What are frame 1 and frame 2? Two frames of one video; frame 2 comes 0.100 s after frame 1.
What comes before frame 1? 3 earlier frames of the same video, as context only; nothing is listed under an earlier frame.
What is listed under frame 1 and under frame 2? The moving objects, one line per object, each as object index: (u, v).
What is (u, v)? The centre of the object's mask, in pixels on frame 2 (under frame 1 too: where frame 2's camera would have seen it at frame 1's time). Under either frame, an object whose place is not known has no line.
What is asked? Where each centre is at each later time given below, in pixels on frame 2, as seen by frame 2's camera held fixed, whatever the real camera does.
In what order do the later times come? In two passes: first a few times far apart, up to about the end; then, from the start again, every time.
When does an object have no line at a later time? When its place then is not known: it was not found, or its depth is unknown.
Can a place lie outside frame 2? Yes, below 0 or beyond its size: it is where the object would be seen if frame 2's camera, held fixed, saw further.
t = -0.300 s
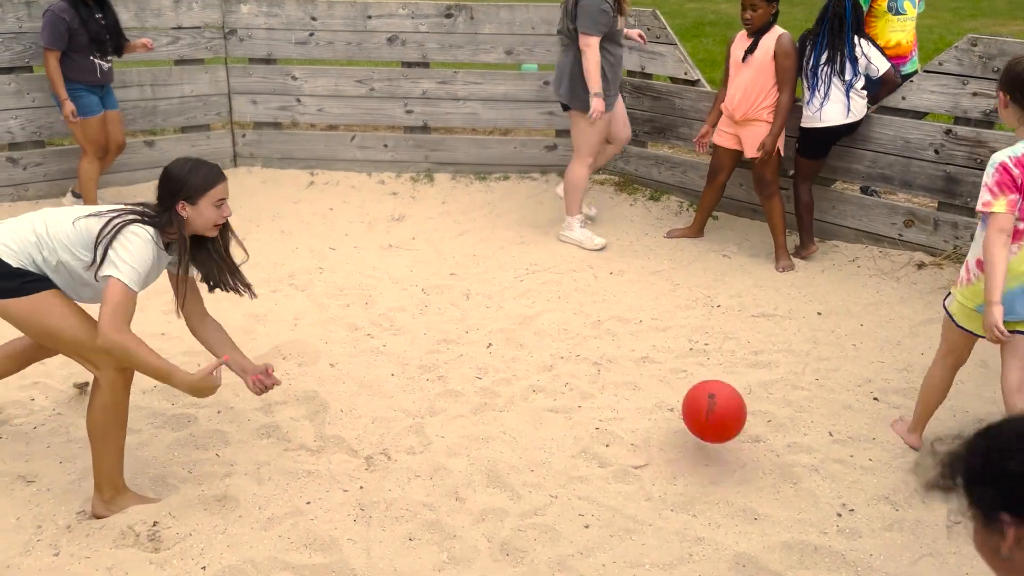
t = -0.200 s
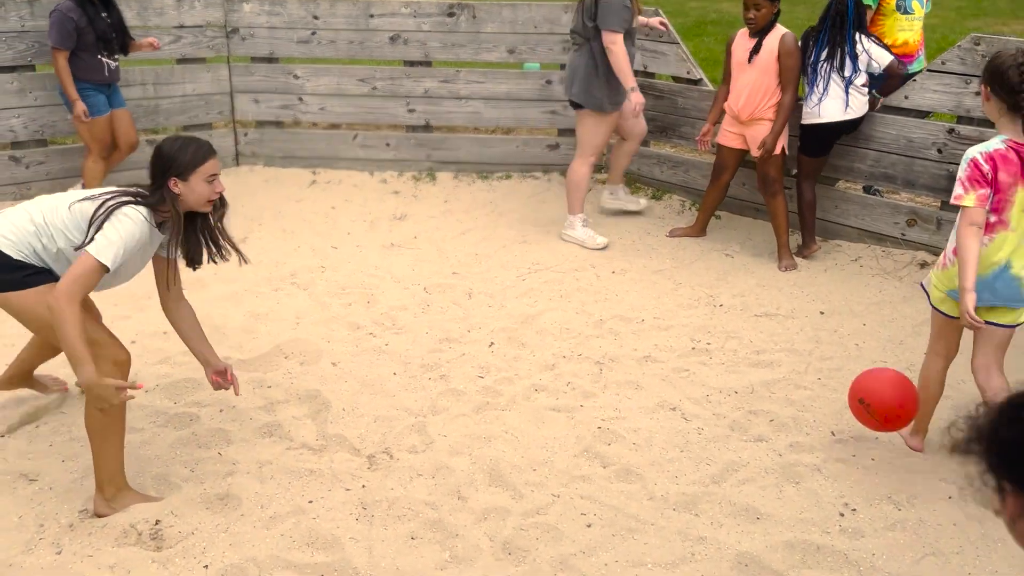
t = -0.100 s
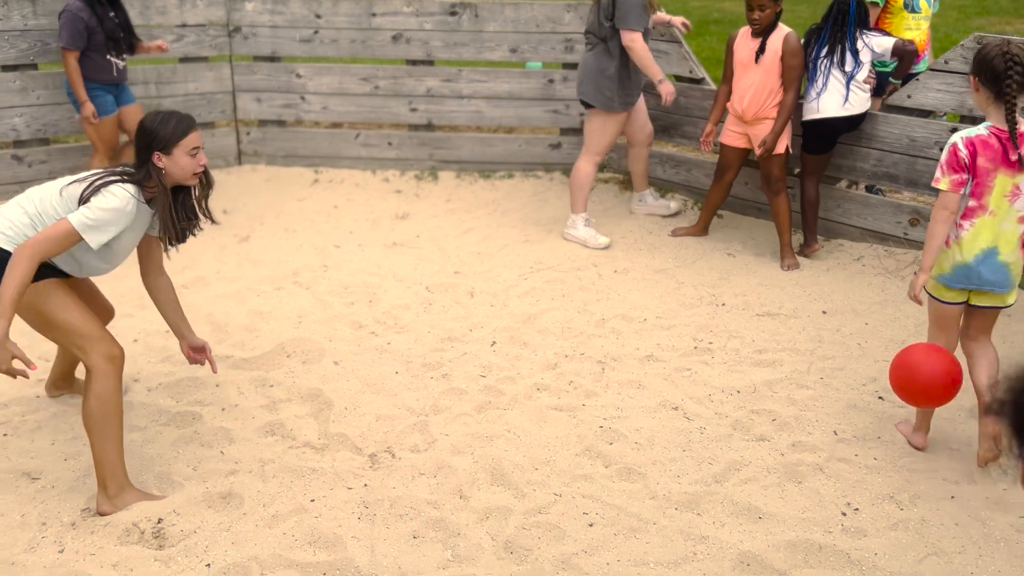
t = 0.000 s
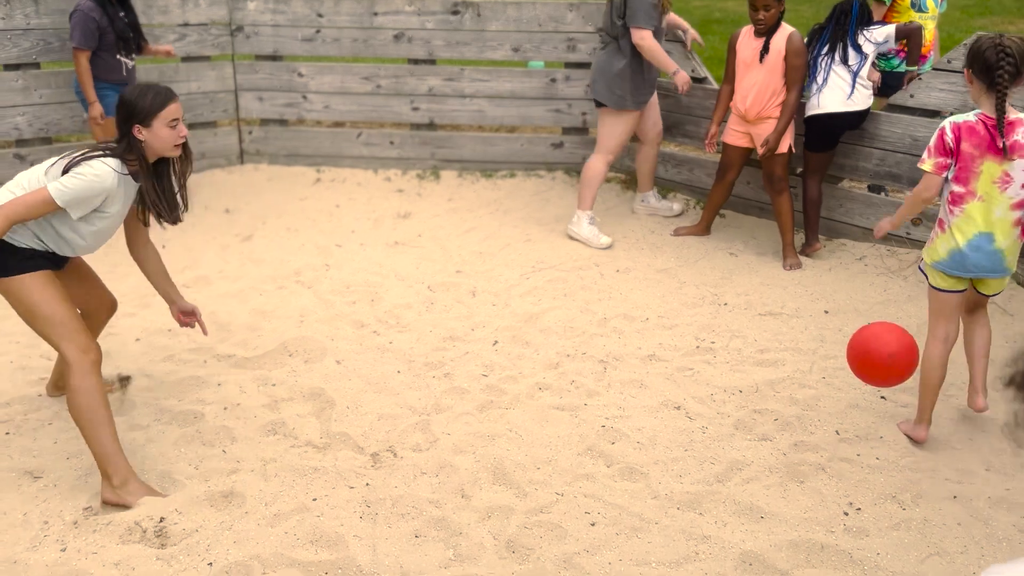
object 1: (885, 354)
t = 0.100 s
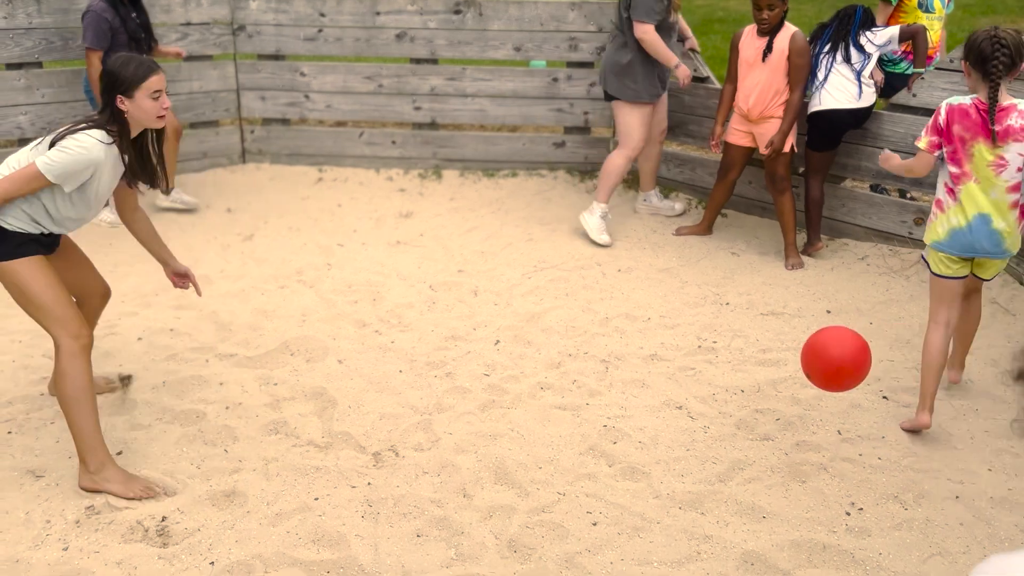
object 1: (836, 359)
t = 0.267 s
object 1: (746, 424)
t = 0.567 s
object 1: (695, 417)
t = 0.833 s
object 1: (653, 421)
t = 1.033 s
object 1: (639, 416)
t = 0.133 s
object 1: (819, 366)
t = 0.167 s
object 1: (801, 376)
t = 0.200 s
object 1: (783, 390)
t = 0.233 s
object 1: (765, 406)
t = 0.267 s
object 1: (746, 424)
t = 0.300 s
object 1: (730, 440)
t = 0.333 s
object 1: (727, 428)
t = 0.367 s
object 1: (723, 418)
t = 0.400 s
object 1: (718, 411)
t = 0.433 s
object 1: (714, 407)
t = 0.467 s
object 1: (709, 406)
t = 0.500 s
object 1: (705, 407)
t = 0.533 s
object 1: (700, 411)
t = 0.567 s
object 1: (695, 417)
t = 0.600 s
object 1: (689, 427)
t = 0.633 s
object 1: (684, 430)
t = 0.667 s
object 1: (679, 425)
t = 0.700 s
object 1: (673, 422)
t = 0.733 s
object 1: (668, 422)
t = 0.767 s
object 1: (662, 424)
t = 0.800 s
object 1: (657, 422)
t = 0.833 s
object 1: (653, 421)
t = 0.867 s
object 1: (650, 419)
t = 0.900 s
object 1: (647, 418)
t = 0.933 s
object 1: (645, 417)
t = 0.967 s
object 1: (643, 417)
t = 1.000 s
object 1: (641, 416)
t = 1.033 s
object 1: (639, 416)
